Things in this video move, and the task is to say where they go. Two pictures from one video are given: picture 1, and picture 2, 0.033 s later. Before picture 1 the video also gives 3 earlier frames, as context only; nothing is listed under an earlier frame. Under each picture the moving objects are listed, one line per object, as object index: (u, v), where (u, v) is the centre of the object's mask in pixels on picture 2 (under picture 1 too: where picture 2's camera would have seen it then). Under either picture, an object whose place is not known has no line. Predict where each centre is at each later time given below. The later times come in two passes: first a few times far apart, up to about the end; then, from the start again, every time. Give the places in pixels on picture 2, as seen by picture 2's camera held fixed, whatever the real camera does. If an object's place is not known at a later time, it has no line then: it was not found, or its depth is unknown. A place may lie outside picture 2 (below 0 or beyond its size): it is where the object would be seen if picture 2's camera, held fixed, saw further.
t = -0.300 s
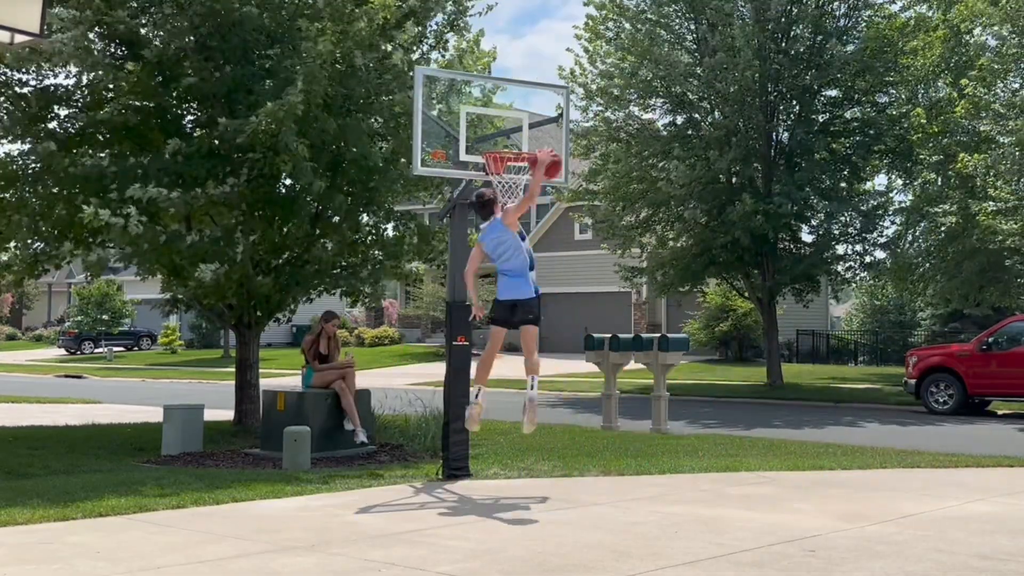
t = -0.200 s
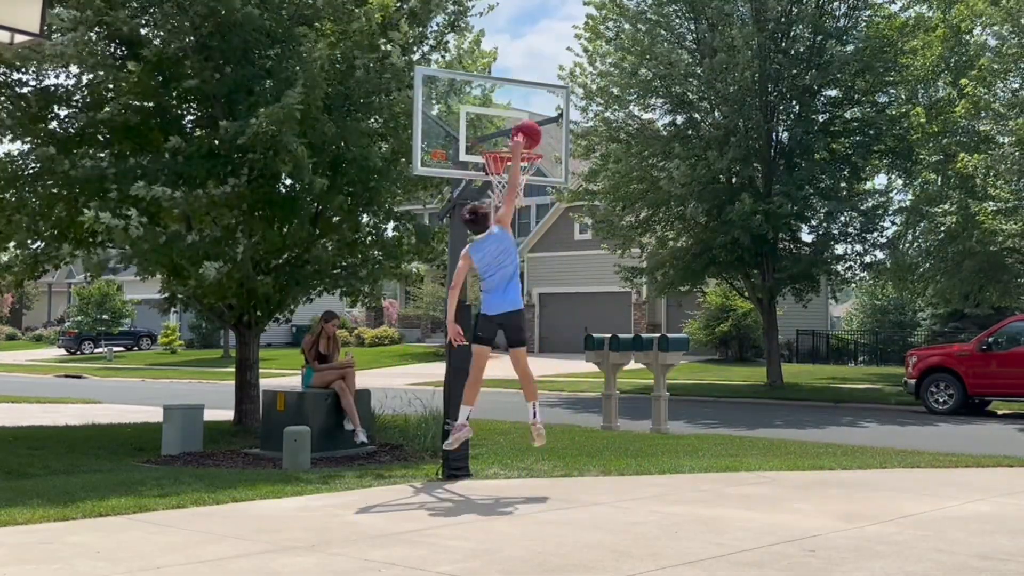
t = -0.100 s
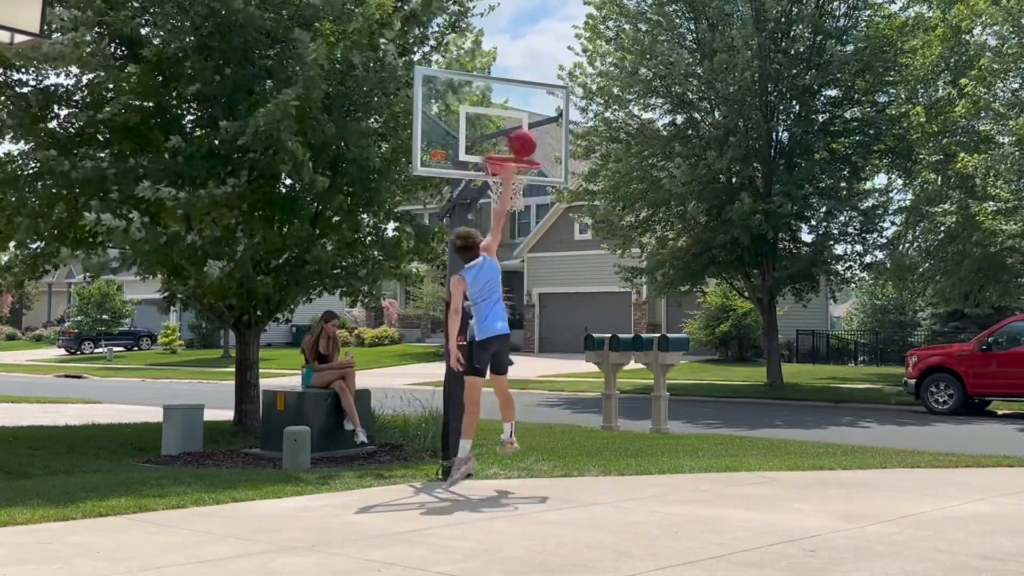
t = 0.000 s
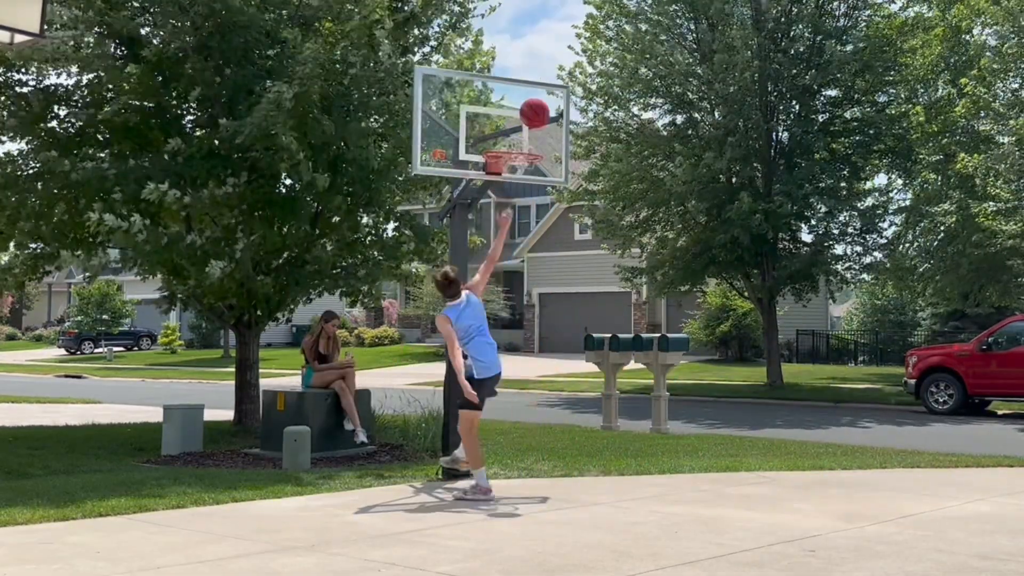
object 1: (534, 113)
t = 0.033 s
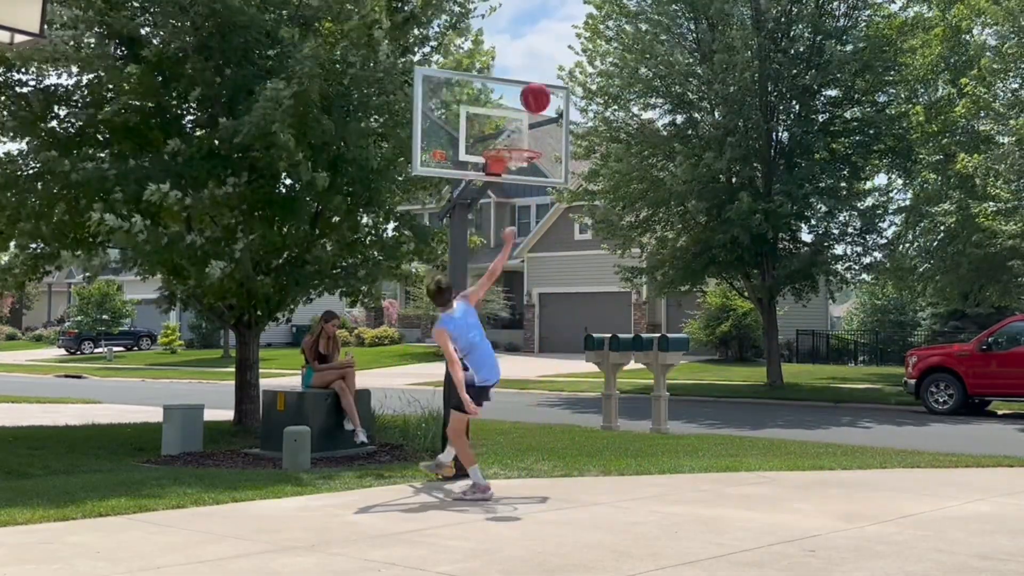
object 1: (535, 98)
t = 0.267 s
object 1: (541, 20)
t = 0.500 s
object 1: (550, 15)
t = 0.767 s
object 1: (563, 127)
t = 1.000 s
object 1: (573, 390)
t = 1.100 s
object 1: (578, 562)
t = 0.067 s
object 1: (536, 83)
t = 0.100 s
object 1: (537, 70)
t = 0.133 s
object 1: (538, 58)
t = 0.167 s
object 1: (539, 46)
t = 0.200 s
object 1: (540, 37)
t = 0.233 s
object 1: (541, 28)
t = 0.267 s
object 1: (541, 20)
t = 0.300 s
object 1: (543, 15)
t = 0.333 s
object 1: (544, 12)
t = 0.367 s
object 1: (545, 11)
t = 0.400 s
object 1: (546, 11)
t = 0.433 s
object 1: (547, 11)
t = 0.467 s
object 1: (549, 12)
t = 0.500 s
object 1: (550, 15)
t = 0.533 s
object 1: (551, 19)
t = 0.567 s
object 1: (553, 27)
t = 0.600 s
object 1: (554, 37)
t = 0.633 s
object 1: (556, 50)
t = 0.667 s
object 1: (558, 65)
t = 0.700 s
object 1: (560, 83)
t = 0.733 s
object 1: (561, 103)
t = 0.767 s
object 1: (563, 127)
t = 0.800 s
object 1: (565, 154)
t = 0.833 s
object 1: (567, 183)
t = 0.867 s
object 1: (568, 216)
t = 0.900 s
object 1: (569, 253)
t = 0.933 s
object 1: (571, 294)
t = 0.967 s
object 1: (572, 339)
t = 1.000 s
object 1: (573, 390)
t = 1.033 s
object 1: (576, 445)
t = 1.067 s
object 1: (577, 506)
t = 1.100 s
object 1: (578, 562)
